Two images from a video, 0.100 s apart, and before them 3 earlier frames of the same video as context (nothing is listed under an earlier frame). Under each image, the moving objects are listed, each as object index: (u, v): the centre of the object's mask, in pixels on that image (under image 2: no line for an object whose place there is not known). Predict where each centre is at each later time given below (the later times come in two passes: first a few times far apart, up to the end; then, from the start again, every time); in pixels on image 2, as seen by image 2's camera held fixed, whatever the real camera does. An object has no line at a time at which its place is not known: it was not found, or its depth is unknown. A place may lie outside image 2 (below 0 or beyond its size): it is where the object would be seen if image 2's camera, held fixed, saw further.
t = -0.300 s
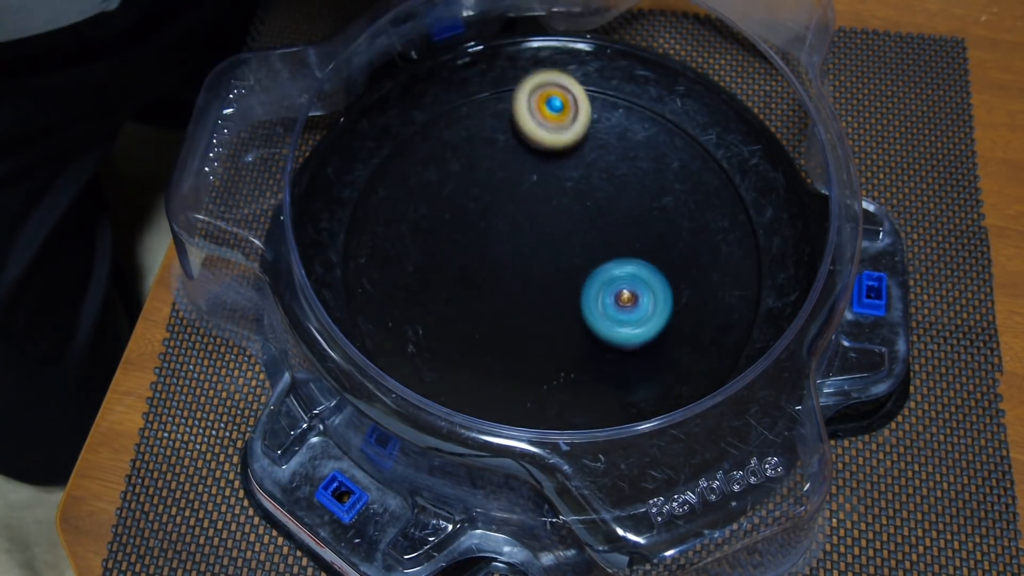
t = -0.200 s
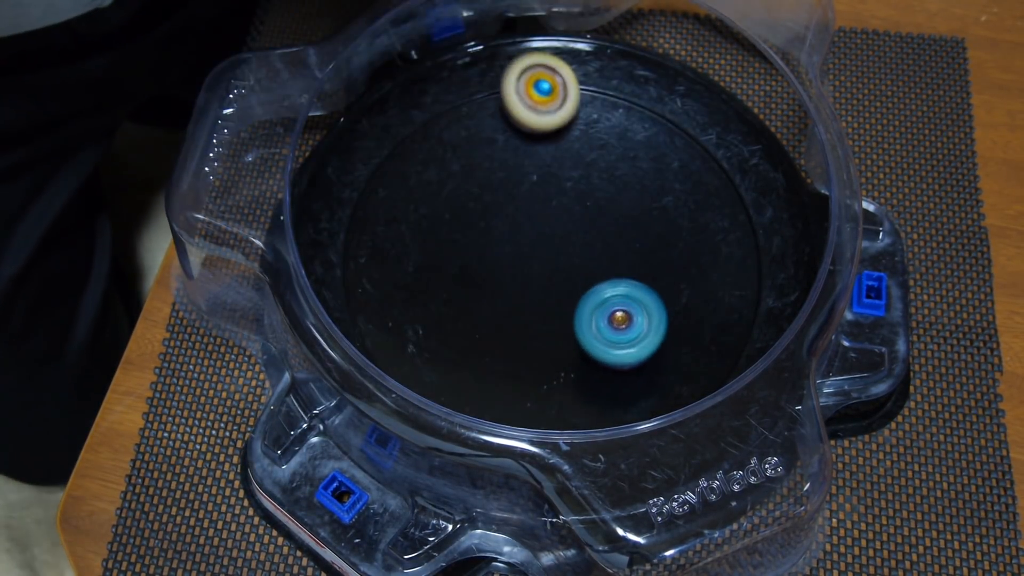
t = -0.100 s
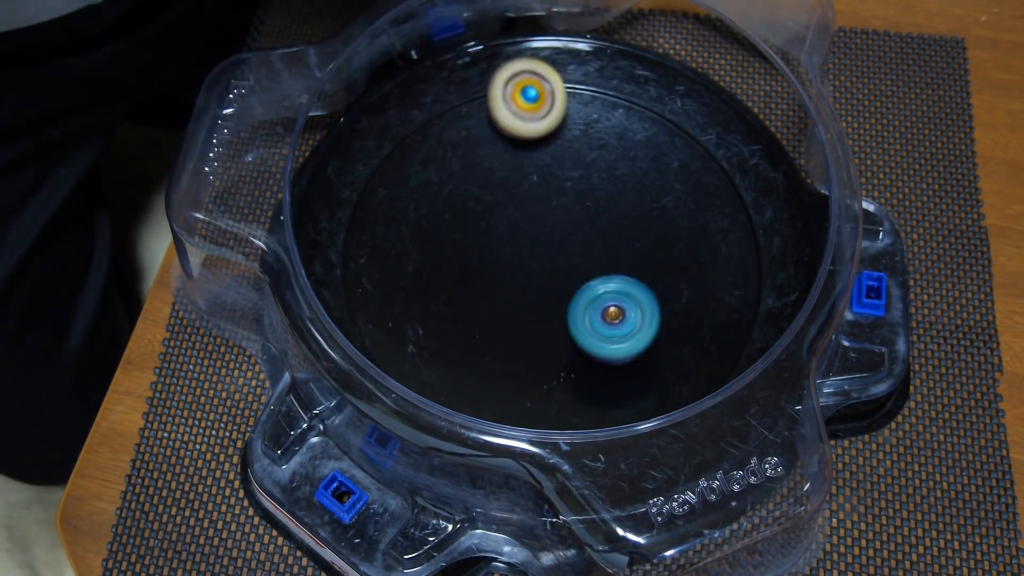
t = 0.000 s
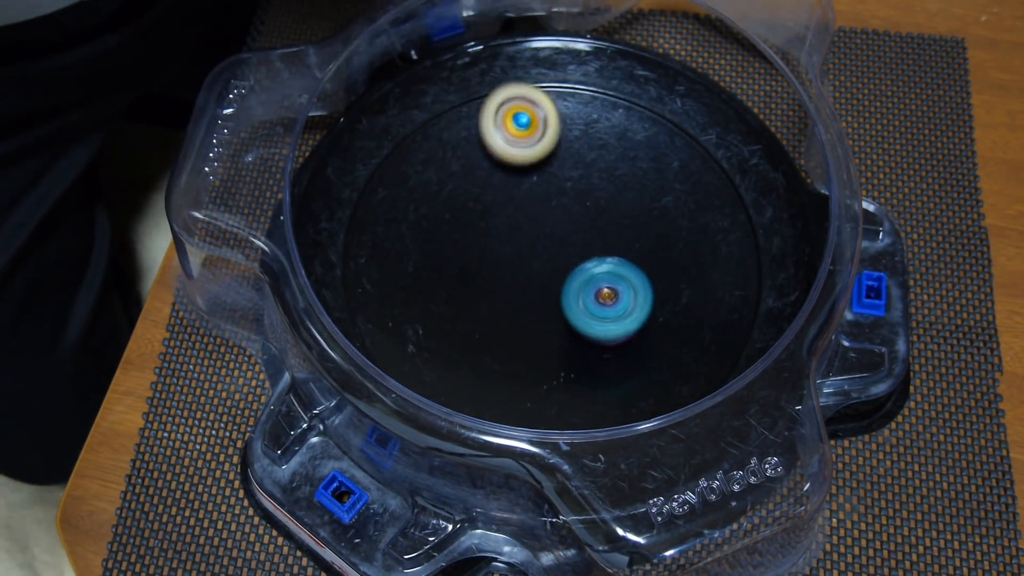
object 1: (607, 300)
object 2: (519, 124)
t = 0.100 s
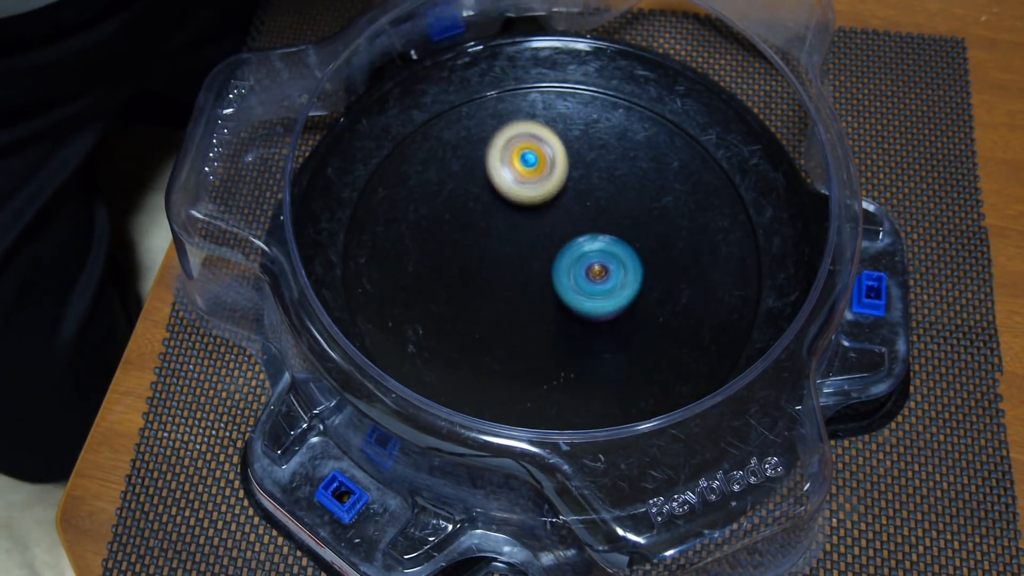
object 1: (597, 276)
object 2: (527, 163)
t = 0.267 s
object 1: (588, 359)
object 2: (566, 140)
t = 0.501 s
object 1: (604, 392)
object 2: (597, 111)
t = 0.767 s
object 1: (528, 331)
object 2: (611, 152)
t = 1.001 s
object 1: (451, 381)
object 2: (670, 117)
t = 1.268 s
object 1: (514, 317)
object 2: (642, 169)
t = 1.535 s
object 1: (493, 197)
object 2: (708, 288)
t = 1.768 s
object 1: (457, 191)
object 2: (729, 288)
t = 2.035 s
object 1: (515, 288)
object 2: (623, 266)
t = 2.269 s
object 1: (433, 316)
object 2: (636, 318)
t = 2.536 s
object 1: (461, 312)
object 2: (673, 326)
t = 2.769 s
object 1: (452, 201)
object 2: (643, 295)
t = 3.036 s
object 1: (450, 151)
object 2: (621, 255)
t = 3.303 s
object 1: (620, 213)
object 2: (497, 327)
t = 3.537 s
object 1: (688, 236)
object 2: (566, 396)
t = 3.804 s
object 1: (566, 197)
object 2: (628, 273)
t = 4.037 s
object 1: (514, 125)
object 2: (496, 248)
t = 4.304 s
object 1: (533, 171)
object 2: (475, 357)
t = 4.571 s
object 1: (610, 198)
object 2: (608, 331)
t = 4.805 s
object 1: (665, 136)
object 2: (596, 285)
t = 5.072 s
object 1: (606, 252)
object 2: (464, 269)
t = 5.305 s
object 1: (575, 369)
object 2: (453, 325)
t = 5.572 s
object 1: (566, 382)
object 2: (456, 279)
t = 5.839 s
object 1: (512, 270)
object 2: (462, 186)
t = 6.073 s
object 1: (555, 244)
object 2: (426, 119)
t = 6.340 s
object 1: (600, 244)
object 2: (504, 189)
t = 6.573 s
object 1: (619, 299)
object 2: (613, 180)
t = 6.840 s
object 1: (564, 312)
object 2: (656, 139)
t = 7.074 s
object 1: (526, 263)
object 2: (606, 224)
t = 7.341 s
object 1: (525, 203)
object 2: (663, 327)
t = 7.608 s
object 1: (578, 232)
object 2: (689, 334)
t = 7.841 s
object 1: (528, 203)
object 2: (617, 363)
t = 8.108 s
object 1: (498, 188)
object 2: (585, 391)
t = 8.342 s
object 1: (526, 229)
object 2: (516, 316)
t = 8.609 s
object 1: (556, 254)
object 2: (418, 280)
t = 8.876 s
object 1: (547, 264)
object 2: (453, 255)
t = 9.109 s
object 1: (563, 268)
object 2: (504, 188)
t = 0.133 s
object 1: (591, 269)
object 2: (534, 176)
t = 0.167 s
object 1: (584, 263)
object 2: (543, 190)
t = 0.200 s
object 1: (584, 288)
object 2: (550, 178)
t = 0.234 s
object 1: (586, 328)
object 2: (556, 158)
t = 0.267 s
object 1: (588, 359)
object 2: (566, 140)
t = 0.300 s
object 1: (590, 384)
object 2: (577, 123)
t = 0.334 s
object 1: (593, 397)
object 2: (586, 107)
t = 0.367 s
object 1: (600, 419)
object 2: (594, 92)
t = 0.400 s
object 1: (604, 420)
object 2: (600, 82)
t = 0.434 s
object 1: (607, 418)
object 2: (600, 88)
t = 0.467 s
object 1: (607, 414)
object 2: (599, 98)
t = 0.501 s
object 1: (604, 392)
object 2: (597, 111)
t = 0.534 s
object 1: (602, 373)
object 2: (594, 126)
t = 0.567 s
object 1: (597, 349)
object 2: (591, 142)
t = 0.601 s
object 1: (593, 325)
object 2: (587, 159)
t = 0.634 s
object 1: (587, 301)
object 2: (585, 178)
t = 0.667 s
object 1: (582, 279)
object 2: (584, 196)
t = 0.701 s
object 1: (565, 290)
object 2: (592, 181)
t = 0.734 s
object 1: (547, 314)
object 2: (601, 165)
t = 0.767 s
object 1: (528, 331)
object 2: (611, 152)
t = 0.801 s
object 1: (510, 344)
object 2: (621, 143)
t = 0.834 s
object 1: (494, 357)
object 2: (632, 136)
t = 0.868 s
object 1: (480, 368)
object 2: (644, 130)
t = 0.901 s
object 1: (468, 374)
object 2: (654, 125)
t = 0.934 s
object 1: (460, 377)
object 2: (662, 121)
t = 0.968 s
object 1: (456, 378)
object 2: (667, 118)
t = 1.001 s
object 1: (451, 381)
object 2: (670, 117)
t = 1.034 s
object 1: (454, 378)
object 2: (671, 118)
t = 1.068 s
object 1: (457, 376)
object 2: (671, 120)
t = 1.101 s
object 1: (462, 373)
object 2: (669, 124)
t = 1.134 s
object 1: (469, 367)
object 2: (665, 129)
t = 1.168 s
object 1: (479, 356)
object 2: (659, 135)
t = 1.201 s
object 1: (491, 343)
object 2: (653, 144)
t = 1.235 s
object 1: (502, 332)
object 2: (647, 155)
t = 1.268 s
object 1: (514, 317)
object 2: (642, 169)
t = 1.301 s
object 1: (525, 300)
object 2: (637, 186)
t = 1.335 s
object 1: (535, 285)
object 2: (633, 204)
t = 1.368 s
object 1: (545, 268)
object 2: (630, 223)
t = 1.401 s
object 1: (540, 252)
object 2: (641, 240)
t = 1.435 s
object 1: (527, 238)
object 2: (658, 255)
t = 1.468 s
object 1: (515, 222)
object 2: (676, 269)
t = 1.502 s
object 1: (505, 210)
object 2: (693, 279)
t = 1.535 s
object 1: (493, 197)
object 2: (708, 288)
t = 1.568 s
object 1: (483, 187)
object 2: (722, 295)
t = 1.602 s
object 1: (474, 179)
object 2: (732, 300)
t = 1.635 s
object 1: (466, 176)
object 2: (740, 302)
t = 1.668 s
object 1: (461, 174)
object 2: (744, 302)
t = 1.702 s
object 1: (457, 177)
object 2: (742, 299)
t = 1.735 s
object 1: (456, 184)
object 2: (736, 294)
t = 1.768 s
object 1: (457, 191)
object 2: (729, 288)
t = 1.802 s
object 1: (459, 204)
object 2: (719, 281)
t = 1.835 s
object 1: (465, 216)
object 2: (709, 275)
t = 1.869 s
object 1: (471, 230)
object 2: (696, 269)
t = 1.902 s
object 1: (480, 244)
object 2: (684, 264)
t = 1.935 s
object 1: (489, 257)
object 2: (669, 262)
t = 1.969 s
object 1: (498, 269)
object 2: (655, 261)
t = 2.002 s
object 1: (507, 279)
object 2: (639, 262)
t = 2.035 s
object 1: (515, 288)
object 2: (623, 266)
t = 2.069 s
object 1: (519, 294)
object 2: (609, 271)
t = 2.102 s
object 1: (497, 300)
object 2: (616, 276)
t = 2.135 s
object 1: (478, 305)
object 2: (623, 282)
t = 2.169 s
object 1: (462, 308)
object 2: (627, 290)
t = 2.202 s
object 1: (450, 311)
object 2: (630, 299)
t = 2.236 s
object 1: (440, 314)
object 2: (633, 309)
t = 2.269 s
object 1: (433, 316)
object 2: (636, 318)
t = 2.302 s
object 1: (427, 319)
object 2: (639, 326)
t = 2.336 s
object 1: (425, 321)
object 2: (643, 333)
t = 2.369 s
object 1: (425, 322)
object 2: (647, 339)
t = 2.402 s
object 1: (427, 322)
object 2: (653, 343)
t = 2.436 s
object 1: (432, 322)
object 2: (660, 344)
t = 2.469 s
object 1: (440, 320)
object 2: (667, 342)
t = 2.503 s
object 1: (451, 318)
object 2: (672, 335)
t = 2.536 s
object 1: (461, 312)
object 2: (673, 326)
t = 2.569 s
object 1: (474, 306)
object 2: (668, 314)
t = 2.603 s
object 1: (486, 298)
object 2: (656, 302)
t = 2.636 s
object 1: (498, 289)
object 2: (639, 291)
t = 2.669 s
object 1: (508, 279)
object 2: (618, 281)
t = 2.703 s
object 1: (504, 260)
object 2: (611, 280)
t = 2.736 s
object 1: (476, 228)
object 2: (630, 288)
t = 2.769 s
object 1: (452, 201)
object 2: (643, 295)
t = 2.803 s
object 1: (435, 173)
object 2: (653, 299)
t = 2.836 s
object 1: (423, 153)
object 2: (664, 299)
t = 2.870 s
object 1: (416, 138)
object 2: (671, 294)
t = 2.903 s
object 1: (414, 129)
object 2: (674, 285)
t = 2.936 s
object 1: (417, 128)
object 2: (670, 275)
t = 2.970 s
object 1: (426, 134)
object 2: (659, 265)
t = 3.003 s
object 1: (437, 141)
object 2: (642, 258)
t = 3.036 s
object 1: (450, 151)
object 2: (621, 255)
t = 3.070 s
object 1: (467, 160)
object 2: (600, 256)
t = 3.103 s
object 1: (485, 171)
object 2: (578, 258)
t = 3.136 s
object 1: (506, 181)
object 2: (557, 264)
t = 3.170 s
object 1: (526, 191)
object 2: (537, 272)
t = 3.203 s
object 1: (550, 198)
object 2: (521, 285)
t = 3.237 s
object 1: (574, 205)
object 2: (510, 299)
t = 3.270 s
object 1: (598, 210)
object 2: (501, 313)
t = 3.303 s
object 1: (620, 213)
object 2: (497, 327)
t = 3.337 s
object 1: (640, 220)
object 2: (496, 341)
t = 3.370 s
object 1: (659, 223)
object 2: (500, 355)
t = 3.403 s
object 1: (674, 226)
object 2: (506, 369)
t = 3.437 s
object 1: (684, 228)
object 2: (516, 381)
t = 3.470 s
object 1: (690, 231)
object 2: (530, 389)
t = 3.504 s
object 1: (690, 230)
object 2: (545, 394)
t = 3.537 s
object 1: (688, 236)
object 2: (566, 396)
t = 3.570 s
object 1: (678, 231)
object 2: (588, 393)
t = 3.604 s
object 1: (666, 234)
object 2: (608, 385)
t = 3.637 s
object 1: (652, 236)
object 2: (624, 370)
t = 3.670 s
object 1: (635, 237)
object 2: (635, 349)
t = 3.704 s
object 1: (617, 233)
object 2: (640, 325)
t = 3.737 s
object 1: (599, 229)
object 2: (640, 300)
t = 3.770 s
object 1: (582, 213)
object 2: (636, 288)
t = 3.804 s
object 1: (566, 197)
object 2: (628, 273)
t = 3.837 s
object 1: (553, 185)
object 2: (614, 260)
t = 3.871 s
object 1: (544, 175)
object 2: (597, 248)
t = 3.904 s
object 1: (537, 166)
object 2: (577, 239)
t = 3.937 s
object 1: (529, 151)
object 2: (557, 239)
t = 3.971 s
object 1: (522, 139)
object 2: (537, 239)
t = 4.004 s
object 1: (517, 130)
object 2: (515, 242)
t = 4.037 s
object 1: (514, 125)
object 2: (496, 248)
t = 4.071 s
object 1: (513, 123)
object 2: (479, 256)
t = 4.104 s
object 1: (515, 124)
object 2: (464, 266)
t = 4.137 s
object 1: (516, 128)
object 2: (454, 279)
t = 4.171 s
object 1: (518, 135)
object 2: (448, 294)
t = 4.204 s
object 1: (521, 143)
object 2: (446, 311)
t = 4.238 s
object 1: (525, 152)
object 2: (449, 327)
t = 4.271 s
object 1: (529, 162)
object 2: (459, 343)
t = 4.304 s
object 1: (533, 171)
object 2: (475, 357)
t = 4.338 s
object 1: (538, 182)
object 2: (496, 365)
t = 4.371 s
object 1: (544, 192)
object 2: (520, 367)
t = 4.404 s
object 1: (552, 203)
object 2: (544, 362)
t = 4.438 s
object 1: (560, 214)
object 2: (566, 351)
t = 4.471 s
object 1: (569, 225)
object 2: (585, 336)
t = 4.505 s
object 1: (579, 234)
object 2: (599, 317)
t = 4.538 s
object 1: (592, 228)
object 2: (606, 317)
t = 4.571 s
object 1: (610, 198)
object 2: (608, 331)
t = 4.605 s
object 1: (631, 173)
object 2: (609, 339)
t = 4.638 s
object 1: (644, 150)
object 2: (612, 340)
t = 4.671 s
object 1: (655, 135)
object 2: (614, 335)
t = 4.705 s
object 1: (662, 127)
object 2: (616, 326)
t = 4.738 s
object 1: (667, 125)
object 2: (614, 313)
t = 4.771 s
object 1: (667, 128)
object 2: (608, 298)
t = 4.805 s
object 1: (665, 136)
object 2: (596, 285)
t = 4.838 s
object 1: (662, 147)
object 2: (581, 273)
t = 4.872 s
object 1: (658, 157)
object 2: (564, 264)
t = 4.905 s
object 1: (652, 170)
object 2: (545, 257)
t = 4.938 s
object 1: (644, 184)
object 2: (526, 254)
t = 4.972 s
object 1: (637, 201)
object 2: (507, 253)
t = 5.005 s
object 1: (628, 217)
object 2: (491, 256)
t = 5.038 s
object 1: (619, 234)
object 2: (476, 261)
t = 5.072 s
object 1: (606, 252)
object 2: (464, 269)
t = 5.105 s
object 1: (596, 270)
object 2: (455, 279)
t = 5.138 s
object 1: (584, 285)
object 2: (451, 292)
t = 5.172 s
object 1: (572, 301)
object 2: (452, 307)
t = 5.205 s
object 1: (559, 317)
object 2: (461, 321)
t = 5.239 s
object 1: (556, 330)
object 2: (467, 328)
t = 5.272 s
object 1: (565, 350)
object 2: (460, 328)
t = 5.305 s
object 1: (575, 369)
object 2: (453, 325)
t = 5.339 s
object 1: (584, 381)
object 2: (447, 322)
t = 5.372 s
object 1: (589, 390)
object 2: (443, 318)
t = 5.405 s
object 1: (588, 396)
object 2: (440, 314)
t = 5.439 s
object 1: (589, 395)
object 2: (440, 310)
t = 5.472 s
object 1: (584, 394)
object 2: (442, 305)
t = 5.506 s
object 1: (580, 393)
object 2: (446, 297)
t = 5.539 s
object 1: (574, 388)
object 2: (451, 290)
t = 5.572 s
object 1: (566, 382)
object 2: (456, 279)
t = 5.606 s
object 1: (561, 372)
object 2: (460, 268)
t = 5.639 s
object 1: (553, 362)
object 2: (463, 255)
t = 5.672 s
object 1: (545, 351)
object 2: (467, 242)
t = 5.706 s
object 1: (537, 335)
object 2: (468, 229)
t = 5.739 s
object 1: (529, 321)
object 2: (467, 216)
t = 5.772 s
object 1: (523, 304)
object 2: (467, 204)
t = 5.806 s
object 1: (516, 286)
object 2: (465, 195)
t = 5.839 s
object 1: (512, 270)
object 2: (462, 186)
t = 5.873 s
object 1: (508, 252)
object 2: (460, 179)
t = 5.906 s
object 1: (512, 248)
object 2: (455, 167)
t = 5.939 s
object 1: (521, 249)
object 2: (449, 150)
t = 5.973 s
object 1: (529, 249)
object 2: (443, 137)
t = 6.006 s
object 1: (537, 247)
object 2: (437, 128)
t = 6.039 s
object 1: (545, 247)
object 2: (431, 121)
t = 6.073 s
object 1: (555, 244)
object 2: (426, 119)
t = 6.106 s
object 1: (562, 242)
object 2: (423, 119)
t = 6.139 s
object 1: (570, 240)
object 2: (423, 123)
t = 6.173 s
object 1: (576, 239)
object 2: (426, 131)
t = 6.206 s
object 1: (583, 238)
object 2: (433, 142)
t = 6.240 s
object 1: (588, 239)
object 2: (445, 155)
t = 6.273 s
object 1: (593, 239)
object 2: (462, 168)
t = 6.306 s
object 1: (597, 242)
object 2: (481, 179)
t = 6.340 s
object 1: (600, 244)
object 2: (504, 189)
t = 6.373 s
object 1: (602, 248)
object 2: (526, 197)
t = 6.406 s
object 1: (608, 257)
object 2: (543, 198)
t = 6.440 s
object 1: (615, 268)
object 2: (558, 196)
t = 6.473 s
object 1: (620, 276)
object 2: (573, 192)
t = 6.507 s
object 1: (622, 286)
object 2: (588, 189)
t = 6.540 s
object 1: (622, 292)
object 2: (600, 185)
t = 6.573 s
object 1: (619, 299)
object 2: (613, 180)
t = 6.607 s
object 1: (616, 303)
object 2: (625, 174)
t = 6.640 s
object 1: (609, 309)
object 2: (636, 168)
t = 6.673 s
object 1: (604, 312)
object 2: (645, 163)
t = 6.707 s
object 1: (596, 316)
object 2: (652, 157)
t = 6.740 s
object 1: (588, 315)
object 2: (657, 151)
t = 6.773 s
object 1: (580, 317)
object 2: (660, 145)
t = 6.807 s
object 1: (571, 314)
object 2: (660, 141)
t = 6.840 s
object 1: (564, 312)
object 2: (656, 139)
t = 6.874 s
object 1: (554, 308)
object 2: (650, 142)
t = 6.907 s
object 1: (547, 303)
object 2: (641, 147)
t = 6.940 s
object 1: (538, 296)
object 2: (632, 157)
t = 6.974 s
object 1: (535, 288)
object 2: (624, 171)
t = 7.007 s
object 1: (530, 281)
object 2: (616, 188)
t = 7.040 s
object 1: (527, 271)
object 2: (611, 206)
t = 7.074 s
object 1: (526, 263)
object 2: (606, 224)
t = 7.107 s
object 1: (525, 253)
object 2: (607, 243)
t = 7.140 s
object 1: (517, 241)
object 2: (614, 261)
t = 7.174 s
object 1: (511, 231)
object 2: (623, 277)
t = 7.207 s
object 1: (510, 219)
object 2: (632, 291)
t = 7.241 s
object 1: (512, 214)
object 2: (640, 302)
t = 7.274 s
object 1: (514, 207)
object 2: (648, 311)
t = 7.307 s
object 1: (520, 204)
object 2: (657, 319)
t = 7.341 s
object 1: (525, 203)
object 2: (663, 327)
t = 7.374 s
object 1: (532, 201)
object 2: (669, 333)
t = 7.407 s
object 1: (539, 202)
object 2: (675, 339)
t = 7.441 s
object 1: (547, 205)
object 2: (681, 343)
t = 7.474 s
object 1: (554, 207)
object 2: (687, 346)
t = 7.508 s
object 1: (562, 212)
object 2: (692, 346)
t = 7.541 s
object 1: (567, 218)
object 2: (696, 344)
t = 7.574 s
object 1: (572, 224)
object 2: (693, 339)
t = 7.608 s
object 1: (578, 232)
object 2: (689, 334)
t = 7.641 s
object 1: (580, 239)
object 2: (679, 327)
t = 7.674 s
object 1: (581, 247)
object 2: (664, 321)
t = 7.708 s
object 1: (582, 256)
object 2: (646, 315)
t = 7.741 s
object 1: (573, 249)
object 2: (635, 322)
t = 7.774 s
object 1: (559, 230)
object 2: (629, 339)
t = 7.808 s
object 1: (543, 215)
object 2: (623, 352)
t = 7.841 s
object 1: (528, 203)
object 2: (617, 363)
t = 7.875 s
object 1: (517, 192)
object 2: (613, 373)
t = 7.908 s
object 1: (508, 186)
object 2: (608, 382)
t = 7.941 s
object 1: (501, 181)
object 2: (603, 388)
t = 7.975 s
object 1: (497, 180)
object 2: (599, 393)
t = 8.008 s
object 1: (493, 180)
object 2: (595, 396)
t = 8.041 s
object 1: (495, 179)
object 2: (592, 397)
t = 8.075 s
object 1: (498, 183)
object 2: (589, 395)
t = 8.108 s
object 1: (498, 188)
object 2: (585, 391)
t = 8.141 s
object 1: (498, 193)
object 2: (579, 385)
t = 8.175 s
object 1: (501, 194)
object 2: (571, 375)
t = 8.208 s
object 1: (508, 199)
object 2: (561, 364)
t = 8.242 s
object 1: (511, 206)
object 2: (550, 352)
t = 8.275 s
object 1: (516, 214)
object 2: (538, 340)
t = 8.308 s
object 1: (521, 223)
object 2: (527, 328)
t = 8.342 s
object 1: (526, 229)
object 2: (516, 316)
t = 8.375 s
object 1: (535, 234)
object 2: (502, 308)
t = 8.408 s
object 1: (544, 238)
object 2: (487, 304)
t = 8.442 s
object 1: (553, 239)
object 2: (473, 300)
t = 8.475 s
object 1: (561, 241)
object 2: (460, 296)
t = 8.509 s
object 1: (565, 245)
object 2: (448, 291)
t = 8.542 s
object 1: (564, 249)
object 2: (437, 287)
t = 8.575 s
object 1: (561, 252)
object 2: (427, 283)
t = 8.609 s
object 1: (556, 254)
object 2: (418, 280)
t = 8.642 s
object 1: (554, 256)
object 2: (412, 277)
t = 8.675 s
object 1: (552, 259)
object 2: (408, 275)
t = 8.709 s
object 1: (550, 261)
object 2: (408, 274)
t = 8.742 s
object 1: (547, 261)
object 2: (411, 272)
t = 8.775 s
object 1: (545, 261)
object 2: (418, 270)
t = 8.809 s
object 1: (546, 263)
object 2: (427, 267)
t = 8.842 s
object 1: (546, 264)
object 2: (440, 262)
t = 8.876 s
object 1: (547, 264)
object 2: (453, 255)
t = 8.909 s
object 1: (550, 265)
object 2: (463, 247)
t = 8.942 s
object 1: (558, 266)
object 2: (470, 237)
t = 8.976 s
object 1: (563, 267)
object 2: (478, 227)
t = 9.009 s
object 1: (566, 267)
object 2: (484, 216)
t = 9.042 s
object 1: (566, 268)
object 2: (491, 207)
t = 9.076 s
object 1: (564, 268)
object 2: (498, 197)
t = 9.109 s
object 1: (563, 268)
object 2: (504, 188)
